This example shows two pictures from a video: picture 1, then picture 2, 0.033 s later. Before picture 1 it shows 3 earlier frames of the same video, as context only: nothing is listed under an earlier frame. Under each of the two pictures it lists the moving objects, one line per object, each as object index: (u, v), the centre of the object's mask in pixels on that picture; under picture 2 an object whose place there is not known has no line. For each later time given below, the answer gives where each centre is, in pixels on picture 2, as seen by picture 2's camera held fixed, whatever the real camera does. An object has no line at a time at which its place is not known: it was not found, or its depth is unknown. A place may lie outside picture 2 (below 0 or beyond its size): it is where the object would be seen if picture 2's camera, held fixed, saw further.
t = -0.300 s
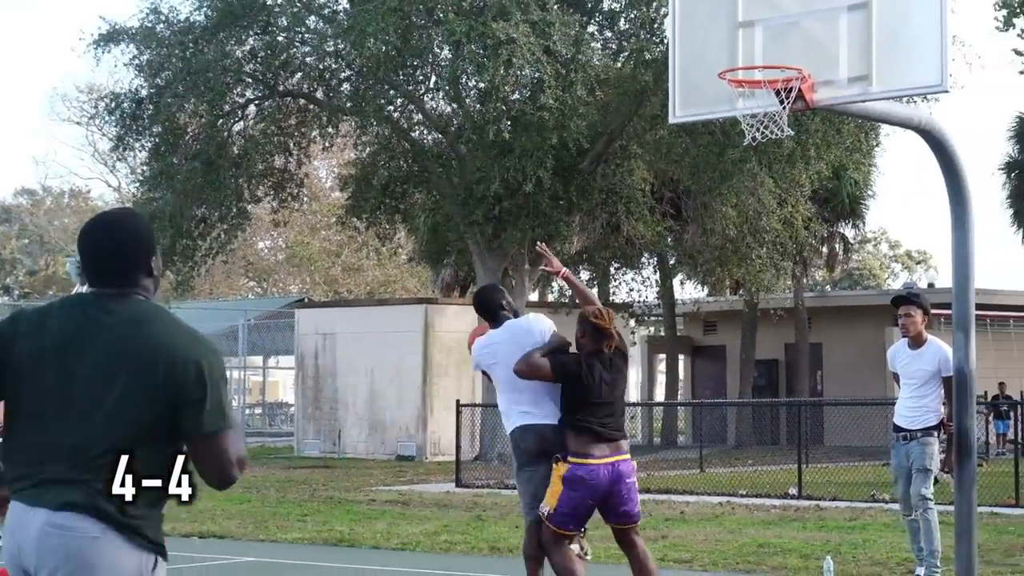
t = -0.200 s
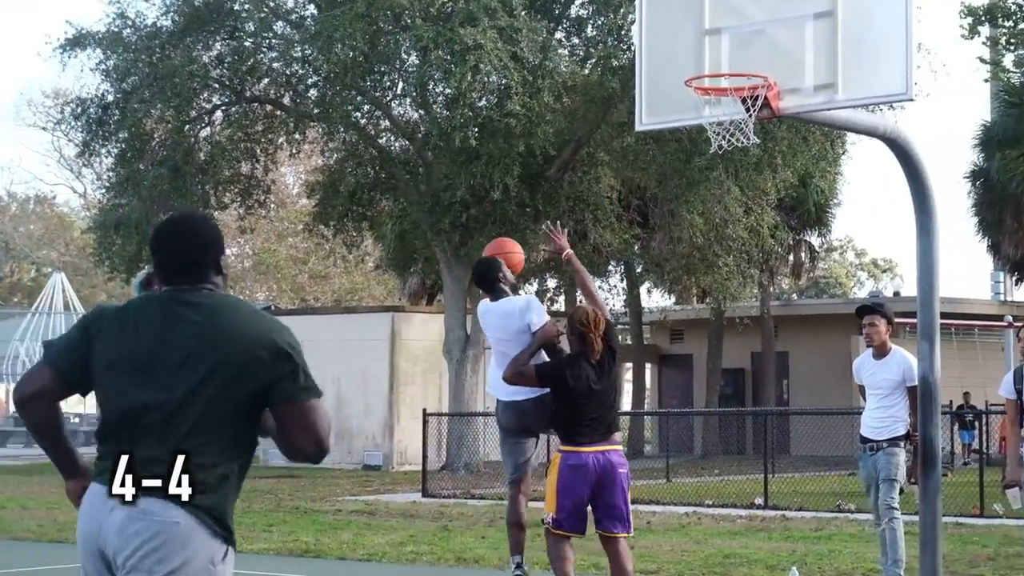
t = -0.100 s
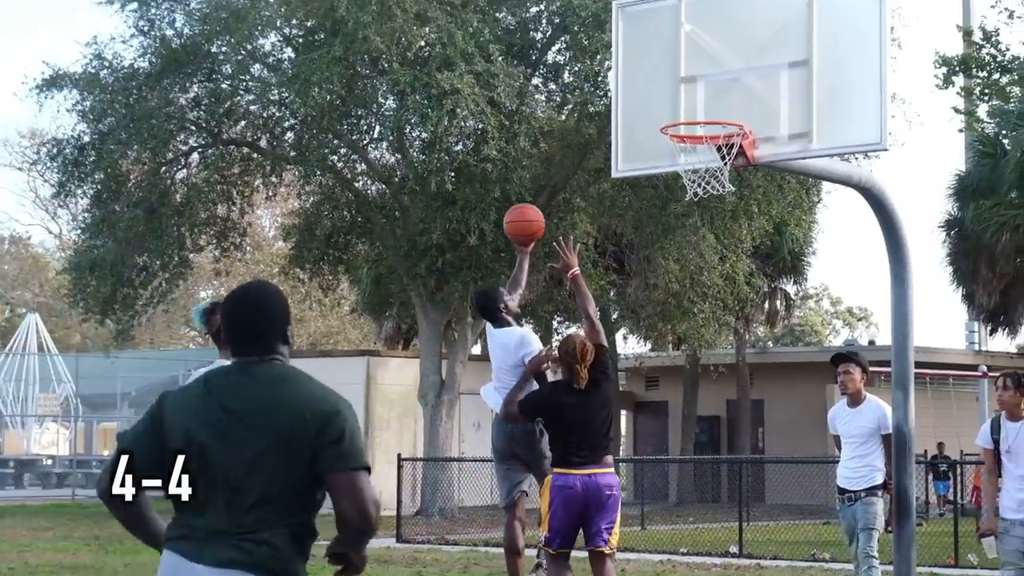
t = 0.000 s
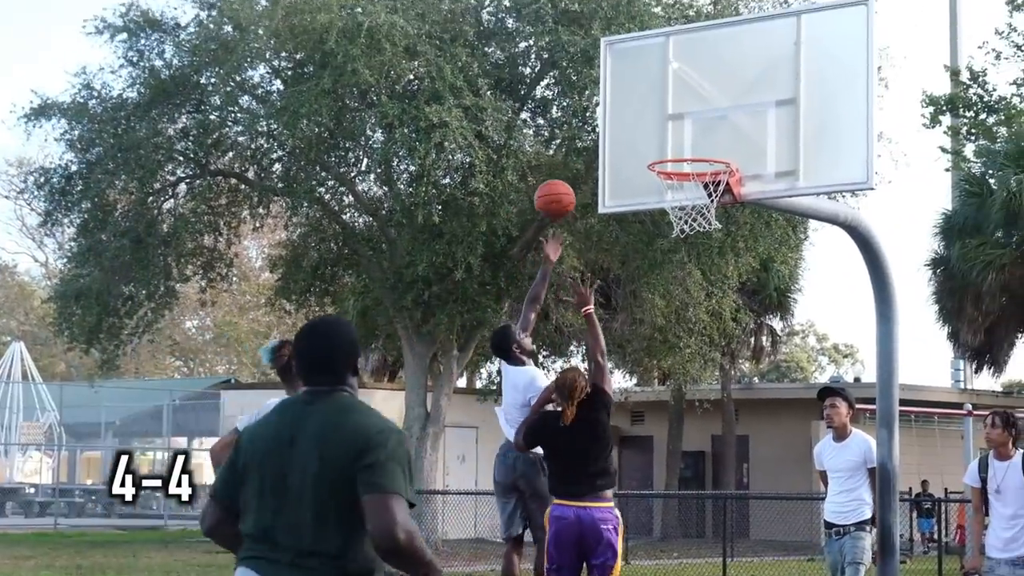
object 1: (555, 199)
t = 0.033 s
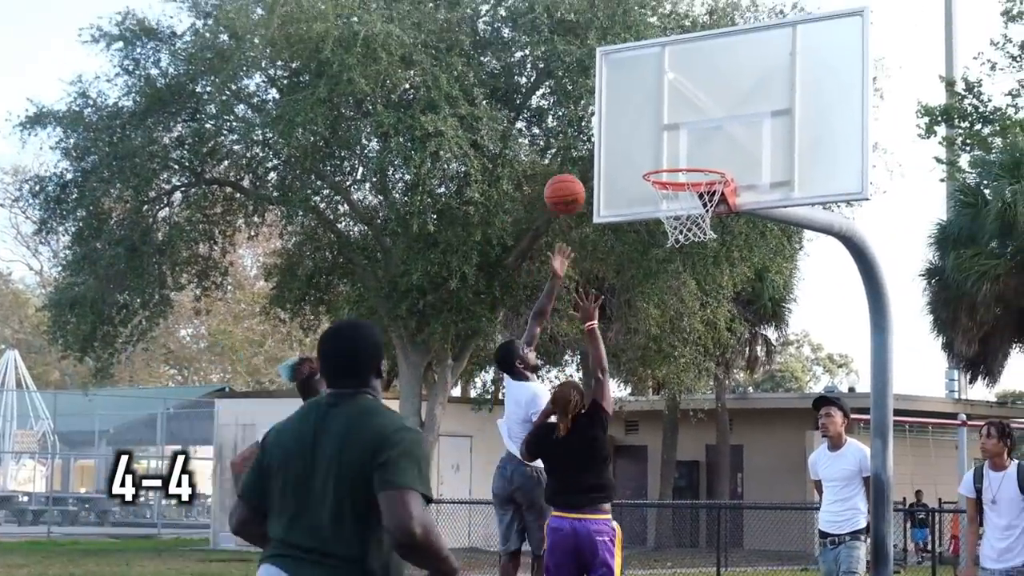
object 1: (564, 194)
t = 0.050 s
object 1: (572, 186)
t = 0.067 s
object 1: (579, 178)
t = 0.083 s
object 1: (588, 171)
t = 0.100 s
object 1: (597, 165)
